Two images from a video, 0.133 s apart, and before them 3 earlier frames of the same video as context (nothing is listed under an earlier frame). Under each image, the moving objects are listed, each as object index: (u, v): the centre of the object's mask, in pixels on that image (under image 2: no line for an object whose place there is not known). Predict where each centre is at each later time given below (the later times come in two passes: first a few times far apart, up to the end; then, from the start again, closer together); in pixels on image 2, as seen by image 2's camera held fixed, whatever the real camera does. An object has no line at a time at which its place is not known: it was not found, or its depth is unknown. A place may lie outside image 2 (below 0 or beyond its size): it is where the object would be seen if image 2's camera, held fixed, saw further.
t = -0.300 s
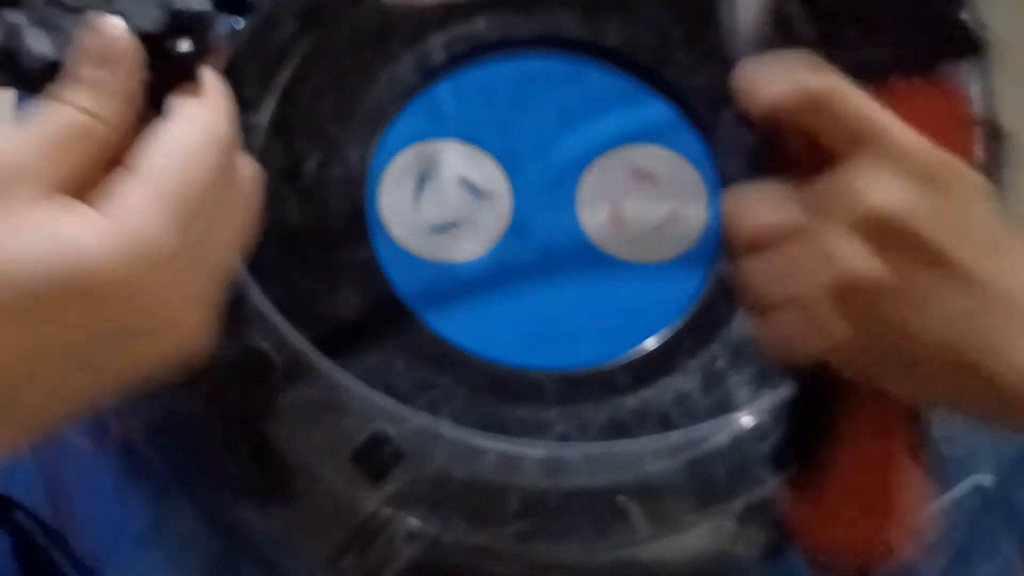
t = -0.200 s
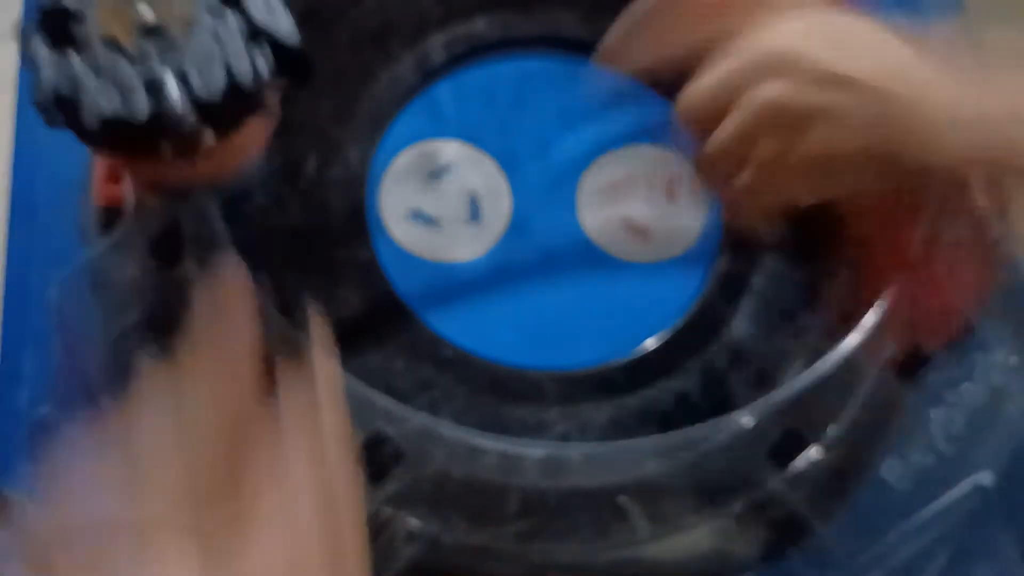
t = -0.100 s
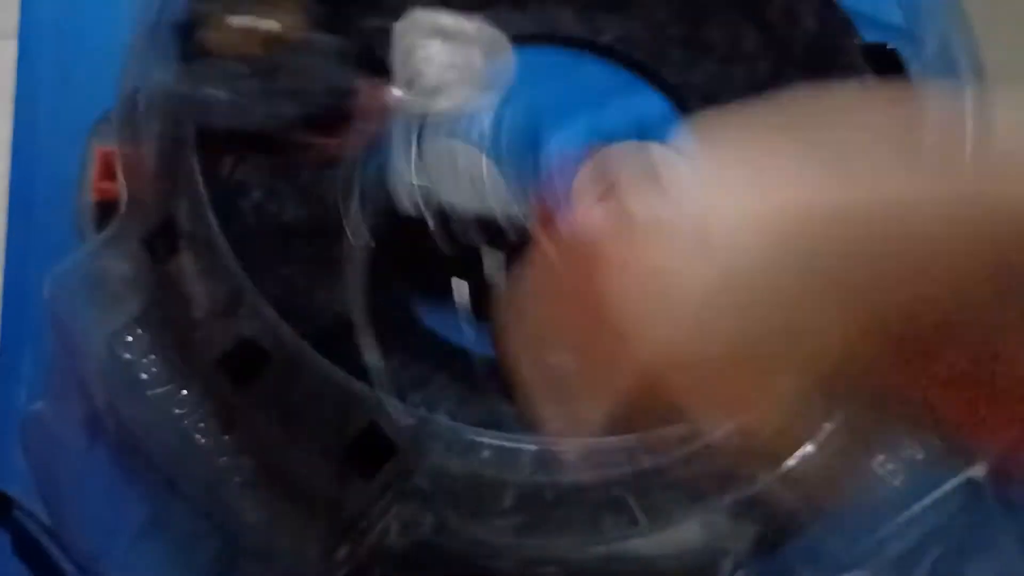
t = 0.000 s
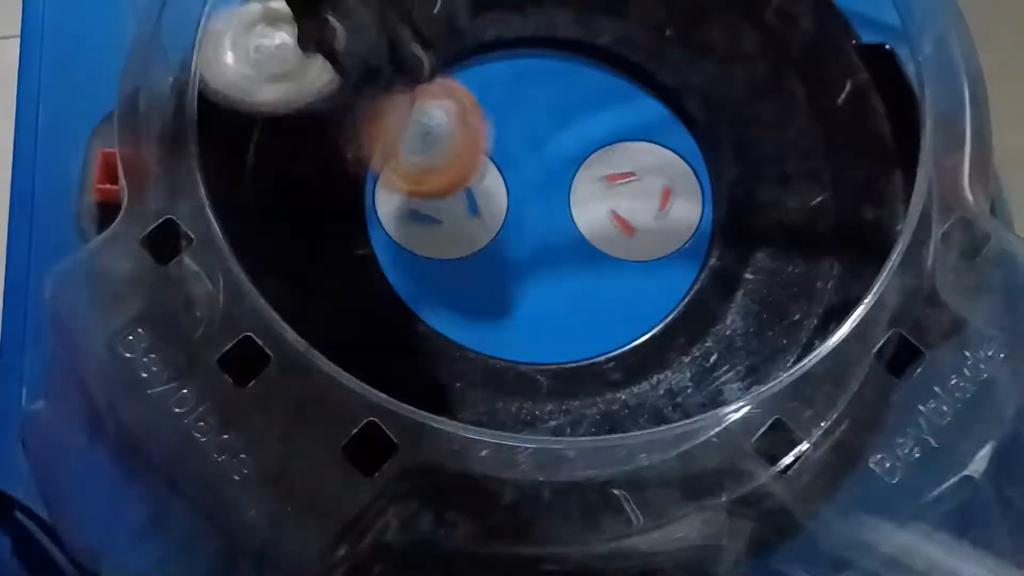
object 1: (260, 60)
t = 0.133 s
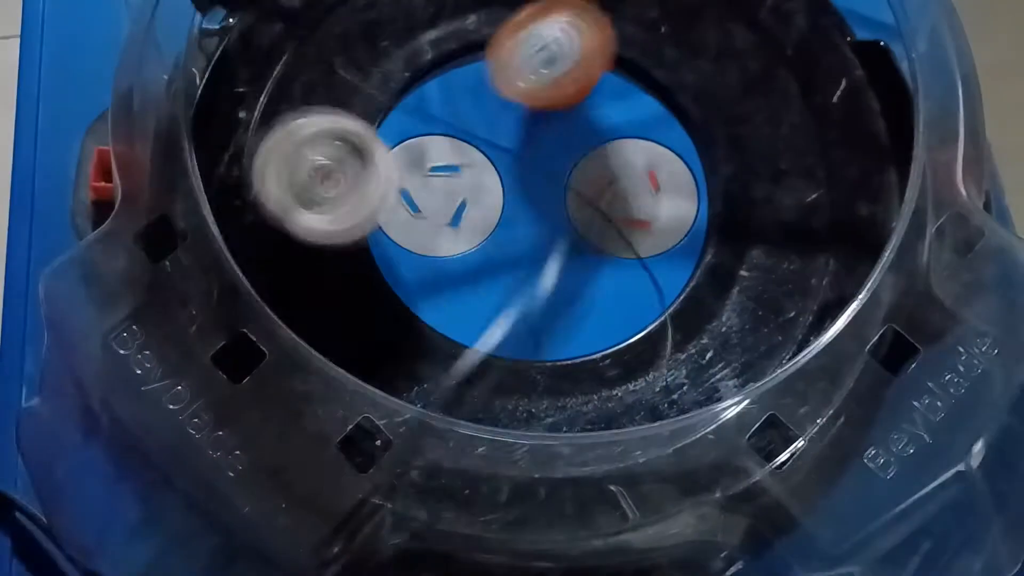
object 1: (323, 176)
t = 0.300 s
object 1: (494, 313)
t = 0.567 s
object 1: (701, 173)
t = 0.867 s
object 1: (530, 70)
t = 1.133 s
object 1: (409, 199)
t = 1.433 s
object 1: (556, 258)
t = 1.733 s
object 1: (675, 278)
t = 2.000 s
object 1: (673, 209)
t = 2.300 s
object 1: (568, 175)
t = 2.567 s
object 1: (675, 115)
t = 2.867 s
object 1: (664, 170)
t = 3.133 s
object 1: (562, 245)
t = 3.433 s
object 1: (486, 311)
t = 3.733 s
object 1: (436, 255)
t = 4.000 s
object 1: (482, 189)
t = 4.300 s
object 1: (465, 120)
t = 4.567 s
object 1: (464, 107)
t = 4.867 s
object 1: (532, 83)
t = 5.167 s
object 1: (481, 119)
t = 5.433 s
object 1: (406, 110)
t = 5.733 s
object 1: (482, 76)
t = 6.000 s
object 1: (499, 106)
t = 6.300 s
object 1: (420, 148)
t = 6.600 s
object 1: (416, 202)
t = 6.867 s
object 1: (478, 212)
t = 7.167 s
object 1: (507, 158)
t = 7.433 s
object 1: (491, 198)
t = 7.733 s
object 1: (494, 167)
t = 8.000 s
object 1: (504, 194)
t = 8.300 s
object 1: (474, 180)
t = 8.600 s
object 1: (425, 160)
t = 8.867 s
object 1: (370, 161)
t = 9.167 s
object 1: (451, 198)
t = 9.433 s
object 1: (480, 156)
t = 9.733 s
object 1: (463, 146)
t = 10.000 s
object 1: (457, 172)
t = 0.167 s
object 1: (349, 202)
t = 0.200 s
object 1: (383, 240)
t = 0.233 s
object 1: (417, 273)
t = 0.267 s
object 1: (455, 296)
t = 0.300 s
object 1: (494, 313)
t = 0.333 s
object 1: (534, 322)
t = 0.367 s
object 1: (573, 321)
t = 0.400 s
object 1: (612, 312)
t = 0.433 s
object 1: (646, 297)
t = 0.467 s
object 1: (674, 273)
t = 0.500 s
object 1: (696, 241)
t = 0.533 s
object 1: (708, 211)
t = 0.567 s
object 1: (701, 173)
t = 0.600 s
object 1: (696, 138)
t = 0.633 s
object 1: (700, 114)
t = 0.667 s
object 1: (695, 97)
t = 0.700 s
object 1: (682, 80)
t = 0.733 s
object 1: (653, 69)
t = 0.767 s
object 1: (621, 62)
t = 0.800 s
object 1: (586, 61)
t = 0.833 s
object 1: (559, 62)
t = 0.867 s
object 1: (530, 70)
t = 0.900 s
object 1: (507, 78)
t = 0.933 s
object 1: (483, 90)
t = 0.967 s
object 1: (467, 104)
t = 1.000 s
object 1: (447, 123)
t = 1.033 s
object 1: (428, 138)
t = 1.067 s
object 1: (413, 152)
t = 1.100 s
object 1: (410, 171)
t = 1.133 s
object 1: (409, 199)
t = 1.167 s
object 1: (410, 219)
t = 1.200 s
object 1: (425, 228)
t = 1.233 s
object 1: (440, 231)
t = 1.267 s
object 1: (460, 235)
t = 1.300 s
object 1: (479, 241)
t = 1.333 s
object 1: (502, 248)
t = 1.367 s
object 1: (521, 253)
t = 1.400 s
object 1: (538, 256)
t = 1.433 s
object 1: (556, 258)
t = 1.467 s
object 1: (571, 260)
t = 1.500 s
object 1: (582, 261)
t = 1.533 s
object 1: (592, 264)
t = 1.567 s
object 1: (597, 266)
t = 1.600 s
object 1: (605, 275)
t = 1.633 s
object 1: (625, 293)
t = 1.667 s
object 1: (646, 298)
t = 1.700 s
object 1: (663, 293)
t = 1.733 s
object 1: (675, 278)
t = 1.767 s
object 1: (678, 258)
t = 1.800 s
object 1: (680, 234)
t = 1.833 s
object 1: (685, 215)
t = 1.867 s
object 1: (688, 205)
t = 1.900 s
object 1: (688, 204)
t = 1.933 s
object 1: (684, 206)
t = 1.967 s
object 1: (680, 208)
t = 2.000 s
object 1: (673, 209)
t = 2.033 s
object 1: (665, 208)
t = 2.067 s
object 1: (659, 208)
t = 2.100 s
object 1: (647, 218)
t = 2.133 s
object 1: (631, 222)
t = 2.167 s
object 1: (615, 222)
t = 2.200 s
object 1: (598, 217)
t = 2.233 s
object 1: (585, 207)
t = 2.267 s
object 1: (576, 192)
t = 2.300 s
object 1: (568, 175)
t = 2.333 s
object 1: (567, 154)
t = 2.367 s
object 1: (579, 131)
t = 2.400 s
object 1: (594, 113)
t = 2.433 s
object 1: (617, 109)
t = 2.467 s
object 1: (638, 104)
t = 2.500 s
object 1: (655, 106)
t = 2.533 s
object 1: (667, 110)
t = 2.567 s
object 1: (675, 115)
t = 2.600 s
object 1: (676, 121)
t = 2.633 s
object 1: (675, 127)
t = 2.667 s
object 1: (674, 131)
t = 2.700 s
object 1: (678, 134)
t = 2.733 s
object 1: (688, 138)
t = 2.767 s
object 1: (693, 142)
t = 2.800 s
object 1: (690, 150)
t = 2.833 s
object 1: (679, 158)
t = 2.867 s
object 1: (664, 170)
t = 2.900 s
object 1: (652, 202)
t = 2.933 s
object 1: (639, 228)
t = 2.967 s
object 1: (625, 220)
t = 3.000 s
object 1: (615, 212)
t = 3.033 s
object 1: (599, 205)
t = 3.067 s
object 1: (581, 204)
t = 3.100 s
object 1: (573, 221)
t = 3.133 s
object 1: (562, 245)
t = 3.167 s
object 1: (553, 265)
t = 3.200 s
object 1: (546, 280)
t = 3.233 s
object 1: (539, 291)
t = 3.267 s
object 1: (532, 301)
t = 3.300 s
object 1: (524, 309)
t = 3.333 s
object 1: (515, 315)
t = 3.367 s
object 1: (504, 318)
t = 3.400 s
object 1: (495, 315)
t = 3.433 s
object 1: (486, 311)
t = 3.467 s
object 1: (477, 308)
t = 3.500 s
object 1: (465, 306)
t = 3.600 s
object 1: (433, 283)
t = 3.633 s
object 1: (430, 275)
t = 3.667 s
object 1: (428, 269)
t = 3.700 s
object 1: (425, 261)
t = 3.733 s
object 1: (436, 255)
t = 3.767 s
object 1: (446, 248)
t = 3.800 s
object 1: (455, 241)
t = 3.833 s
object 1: (460, 238)
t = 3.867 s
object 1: (462, 232)
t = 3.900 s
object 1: (465, 224)
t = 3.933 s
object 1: (469, 213)
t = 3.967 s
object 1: (481, 204)
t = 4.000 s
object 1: (482, 189)
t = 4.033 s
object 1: (484, 180)
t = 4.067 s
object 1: (482, 174)
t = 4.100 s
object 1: (480, 167)
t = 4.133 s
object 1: (479, 160)
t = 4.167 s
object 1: (480, 155)
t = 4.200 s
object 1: (474, 146)
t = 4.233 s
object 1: (471, 137)
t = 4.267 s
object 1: (468, 129)
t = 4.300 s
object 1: (465, 120)
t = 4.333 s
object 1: (456, 116)
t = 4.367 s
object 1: (442, 114)
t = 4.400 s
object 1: (433, 111)
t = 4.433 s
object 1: (430, 104)
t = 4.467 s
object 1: (429, 100)
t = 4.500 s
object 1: (439, 101)
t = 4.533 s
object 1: (452, 101)
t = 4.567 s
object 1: (464, 107)
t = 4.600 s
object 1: (477, 100)
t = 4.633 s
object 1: (479, 94)
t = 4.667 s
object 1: (484, 88)
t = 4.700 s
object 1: (488, 86)
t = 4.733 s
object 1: (497, 84)
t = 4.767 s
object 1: (506, 80)
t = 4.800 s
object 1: (515, 82)
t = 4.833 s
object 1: (524, 82)
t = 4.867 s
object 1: (532, 83)
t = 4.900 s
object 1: (542, 86)
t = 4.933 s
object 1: (545, 86)
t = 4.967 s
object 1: (544, 90)
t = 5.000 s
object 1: (536, 93)
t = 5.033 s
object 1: (523, 100)
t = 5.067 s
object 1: (509, 106)
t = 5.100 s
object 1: (501, 111)
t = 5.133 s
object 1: (491, 115)
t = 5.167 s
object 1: (481, 119)
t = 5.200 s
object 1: (472, 123)
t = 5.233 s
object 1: (462, 123)
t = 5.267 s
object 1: (451, 118)
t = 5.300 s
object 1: (443, 116)
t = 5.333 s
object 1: (435, 119)
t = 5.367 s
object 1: (422, 123)
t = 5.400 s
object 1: (413, 126)
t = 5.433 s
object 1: (406, 110)
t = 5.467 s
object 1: (400, 95)
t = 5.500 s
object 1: (405, 83)
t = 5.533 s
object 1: (423, 85)
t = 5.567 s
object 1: (436, 87)
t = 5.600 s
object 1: (444, 85)
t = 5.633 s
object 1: (453, 84)
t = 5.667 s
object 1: (461, 79)
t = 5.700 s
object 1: (471, 77)
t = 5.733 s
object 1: (482, 76)
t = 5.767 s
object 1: (491, 75)
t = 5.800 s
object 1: (499, 74)
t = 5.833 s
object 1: (509, 72)
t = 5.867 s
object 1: (521, 77)
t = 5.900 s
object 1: (520, 86)
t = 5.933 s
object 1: (515, 97)
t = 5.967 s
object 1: (512, 105)
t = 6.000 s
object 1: (499, 106)
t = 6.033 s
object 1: (483, 113)
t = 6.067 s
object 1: (470, 121)
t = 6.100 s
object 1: (463, 126)
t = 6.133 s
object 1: (455, 130)
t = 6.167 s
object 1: (446, 132)
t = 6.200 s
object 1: (440, 137)
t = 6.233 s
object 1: (433, 140)
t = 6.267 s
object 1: (424, 142)
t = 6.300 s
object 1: (420, 148)
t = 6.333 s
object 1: (417, 160)
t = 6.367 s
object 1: (411, 167)
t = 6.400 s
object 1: (407, 177)
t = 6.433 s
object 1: (406, 183)
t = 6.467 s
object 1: (407, 188)
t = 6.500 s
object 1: (408, 195)
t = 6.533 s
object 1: (410, 195)
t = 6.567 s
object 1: (415, 200)
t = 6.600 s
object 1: (416, 202)
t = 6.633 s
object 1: (421, 203)
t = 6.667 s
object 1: (430, 211)
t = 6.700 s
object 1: (437, 209)
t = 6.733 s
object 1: (440, 221)
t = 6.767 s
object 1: (447, 225)
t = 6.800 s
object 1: (455, 223)
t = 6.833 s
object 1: (466, 219)
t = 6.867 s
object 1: (478, 212)
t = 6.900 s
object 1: (490, 204)
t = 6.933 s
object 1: (498, 201)
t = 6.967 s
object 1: (497, 191)
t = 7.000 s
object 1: (494, 188)
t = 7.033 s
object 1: (494, 176)
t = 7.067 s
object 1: (493, 170)
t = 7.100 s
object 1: (496, 161)
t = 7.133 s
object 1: (502, 156)
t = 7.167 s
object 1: (507, 158)
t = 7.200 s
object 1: (515, 159)
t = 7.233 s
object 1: (518, 161)
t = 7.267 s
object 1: (521, 166)
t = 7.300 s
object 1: (518, 173)
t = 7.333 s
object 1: (513, 181)
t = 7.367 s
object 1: (507, 187)
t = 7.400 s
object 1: (499, 192)
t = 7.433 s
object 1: (491, 198)
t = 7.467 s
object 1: (483, 196)
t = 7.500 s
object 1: (476, 193)
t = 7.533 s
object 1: (476, 190)
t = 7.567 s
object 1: (478, 182)
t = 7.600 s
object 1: (480, 178)
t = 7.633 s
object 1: (482, 170)
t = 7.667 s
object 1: (482, 162)
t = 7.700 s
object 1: (488, 163)
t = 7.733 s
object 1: (494, 167)
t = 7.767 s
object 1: (499, 171)
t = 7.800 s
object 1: (505, 168)
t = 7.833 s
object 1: (509, 164)
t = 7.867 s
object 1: (505, 160)
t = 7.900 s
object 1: (500, 160)
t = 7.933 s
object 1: (501, 175)
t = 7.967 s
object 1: (502, 188)
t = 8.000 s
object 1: (504, 194)
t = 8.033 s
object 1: (511, 203)
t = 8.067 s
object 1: (517, 211)
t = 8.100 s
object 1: (521, 218)
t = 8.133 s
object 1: (515, 213)
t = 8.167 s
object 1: (503, 207)
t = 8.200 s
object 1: (489, 202)
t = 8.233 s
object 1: (482, 196)
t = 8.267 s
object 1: (474, 189)
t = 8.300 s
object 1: (474, 180)
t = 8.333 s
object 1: (480, 168)
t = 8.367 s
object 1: (479, 156)
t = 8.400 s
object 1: (477, 149)
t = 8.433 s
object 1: (466, 144)
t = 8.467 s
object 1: (456, 144)
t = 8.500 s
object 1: (444, 145)
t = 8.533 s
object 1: (433, 147)
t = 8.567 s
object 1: (430, 153)
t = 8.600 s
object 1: (425, 160)
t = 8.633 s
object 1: (412, 163)
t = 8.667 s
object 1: (401, 163)
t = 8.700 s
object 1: (394, 161)
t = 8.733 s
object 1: (394, 167)
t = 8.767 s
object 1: (392, 171)
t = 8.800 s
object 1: (378, 169)
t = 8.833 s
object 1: (374, 163)
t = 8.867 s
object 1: (370, 161)
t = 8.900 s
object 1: (373, 167)
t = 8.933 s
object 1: (378, 179)
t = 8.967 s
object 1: (390, 195)
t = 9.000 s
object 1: (398, 209)
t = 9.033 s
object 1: (414, 223)
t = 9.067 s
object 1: (431, 228)
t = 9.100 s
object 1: (441, 221)
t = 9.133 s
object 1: (440, 210)
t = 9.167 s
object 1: (451, 198)
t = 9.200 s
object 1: (472, 195)
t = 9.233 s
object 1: (484, 184)
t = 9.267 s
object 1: (489, 173)
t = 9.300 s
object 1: (500, 162)
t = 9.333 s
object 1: (505, 157)
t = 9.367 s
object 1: (503, 154)
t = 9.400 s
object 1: (491, 159)
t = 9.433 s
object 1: (480, 156)
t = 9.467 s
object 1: (476, 150)
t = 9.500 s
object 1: (472, 145)
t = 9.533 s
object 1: (467, 144)
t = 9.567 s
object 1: (461, 144)
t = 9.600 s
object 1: (459, 142)
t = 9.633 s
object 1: (458, 141)
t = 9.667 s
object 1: (458, 141)
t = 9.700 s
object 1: (459, 144)
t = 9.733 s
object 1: (463, 146)
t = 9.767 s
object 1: (469, 151)
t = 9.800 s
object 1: (471, 158)
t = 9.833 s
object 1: (476, 163)
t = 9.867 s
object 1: (482, 169)
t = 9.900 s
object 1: (480, 175)
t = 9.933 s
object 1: (477, 175)
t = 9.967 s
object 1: (467, 173)
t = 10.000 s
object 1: (457, 172)
